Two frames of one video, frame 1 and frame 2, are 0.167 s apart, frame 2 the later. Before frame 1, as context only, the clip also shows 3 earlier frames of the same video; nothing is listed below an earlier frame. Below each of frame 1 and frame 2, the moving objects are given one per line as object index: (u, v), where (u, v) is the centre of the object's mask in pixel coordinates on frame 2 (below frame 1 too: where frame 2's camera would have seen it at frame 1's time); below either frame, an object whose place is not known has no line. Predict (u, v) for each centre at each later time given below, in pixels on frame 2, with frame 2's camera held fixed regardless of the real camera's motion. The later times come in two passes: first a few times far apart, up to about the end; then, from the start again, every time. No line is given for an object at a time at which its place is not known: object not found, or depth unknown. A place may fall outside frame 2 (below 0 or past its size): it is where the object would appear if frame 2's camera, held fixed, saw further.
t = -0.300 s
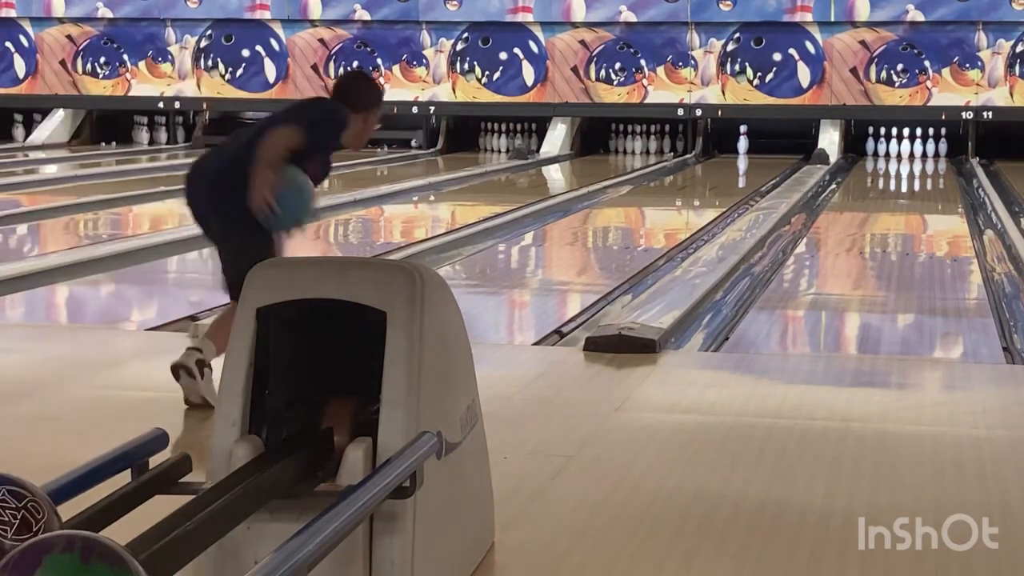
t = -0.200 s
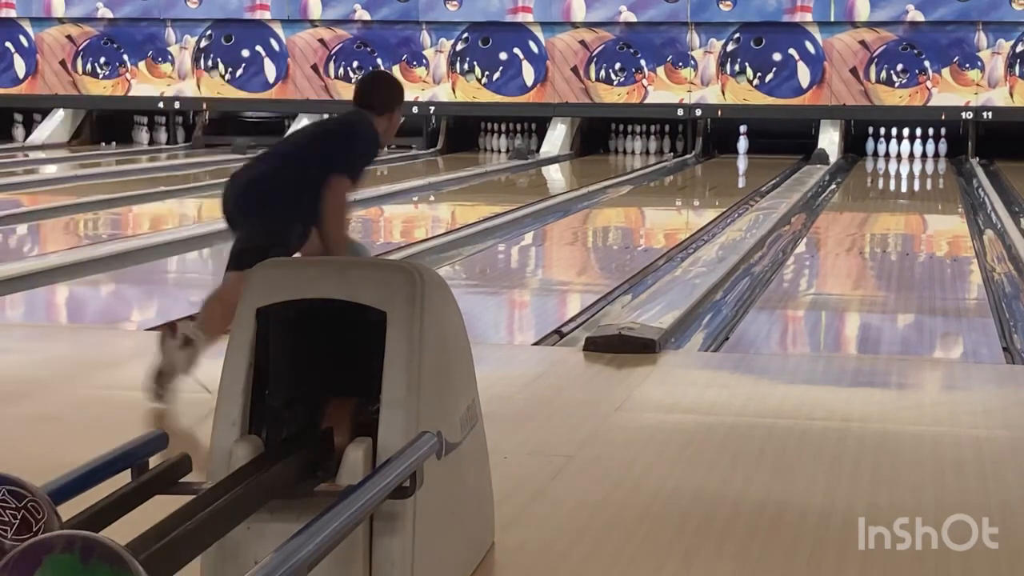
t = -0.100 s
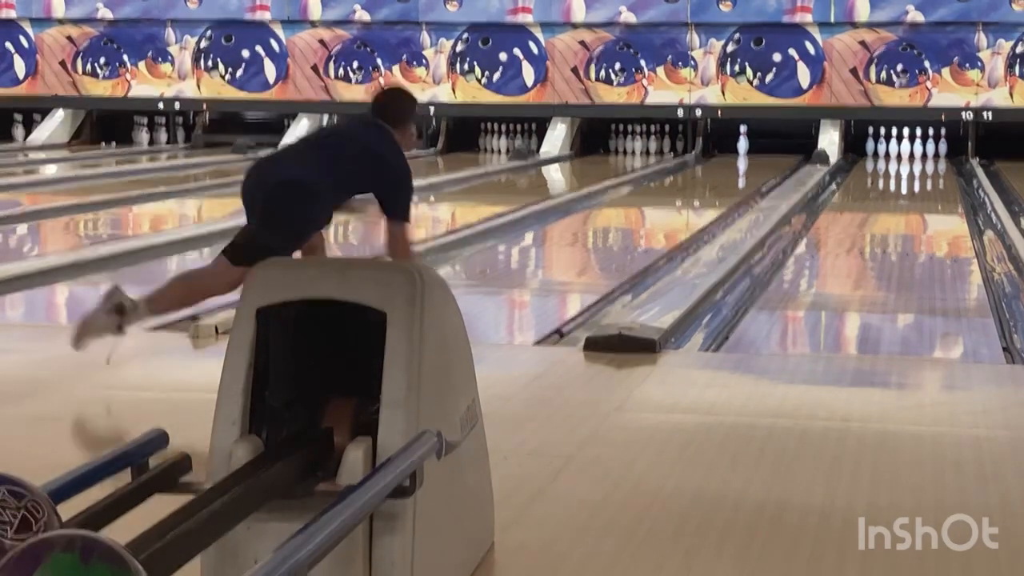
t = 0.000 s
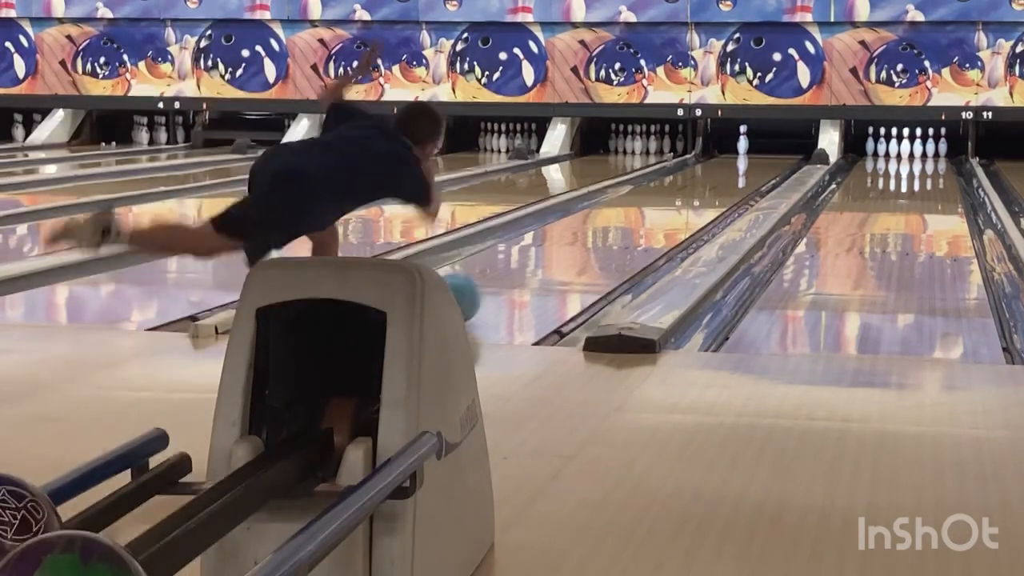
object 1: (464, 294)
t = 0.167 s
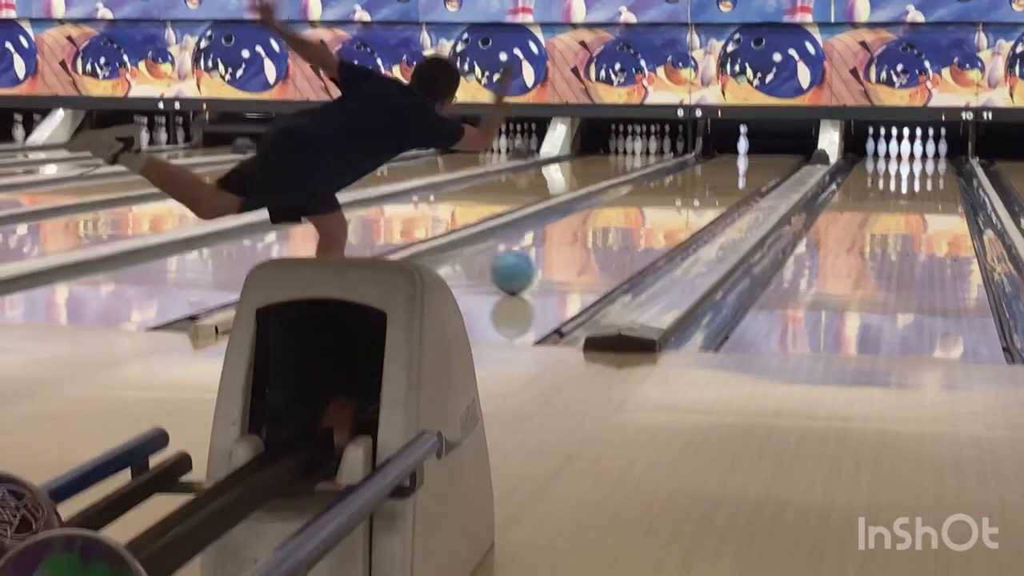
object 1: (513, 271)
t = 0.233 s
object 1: (532, 263)
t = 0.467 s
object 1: (585, 236)
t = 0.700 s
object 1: (625, 216)
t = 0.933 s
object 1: (656, 200)
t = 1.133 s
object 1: (678, 189)
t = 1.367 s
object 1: (698, 179)
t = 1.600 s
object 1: (714, 171)
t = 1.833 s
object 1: (727, 164)
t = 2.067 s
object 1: (738, 158)
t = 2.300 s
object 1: (745, 153)
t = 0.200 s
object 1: (522, 268)
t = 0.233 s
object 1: (532, 263)
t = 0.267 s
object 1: (540, 258)
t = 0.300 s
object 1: (549, 254)
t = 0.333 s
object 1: (556, 250)
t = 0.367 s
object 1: (564, 247)
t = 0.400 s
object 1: (571, 243)
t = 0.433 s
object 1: (579, 239)
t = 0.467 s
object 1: (585, 236)
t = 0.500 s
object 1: (592, 233)
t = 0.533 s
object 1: (598, 230)
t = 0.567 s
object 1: (604, 226)
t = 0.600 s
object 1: (609, 224)
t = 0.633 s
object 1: (615, 222)
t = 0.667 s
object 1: (620, 219)
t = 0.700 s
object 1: (625, 216)
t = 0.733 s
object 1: (630, 213)
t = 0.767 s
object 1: (635, 211)
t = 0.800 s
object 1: (639, 209)
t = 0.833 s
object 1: (644, 206)
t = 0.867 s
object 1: (648, 204)
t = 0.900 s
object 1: (652, 202)
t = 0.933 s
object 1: (656, 200)
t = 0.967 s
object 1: (660, 197)
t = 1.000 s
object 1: (664, 196)
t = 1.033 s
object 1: (668, 194)
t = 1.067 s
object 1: (671, 192)
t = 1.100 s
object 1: (674, 190)
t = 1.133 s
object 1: (678, 189)
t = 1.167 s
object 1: (681, 188)
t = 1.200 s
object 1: (684, 186)
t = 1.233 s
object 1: (687, 184)
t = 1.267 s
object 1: (690, 183)
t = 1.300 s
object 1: (693, 181)
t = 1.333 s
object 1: (696, 180)
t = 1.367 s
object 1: (698, 179)
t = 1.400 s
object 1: (701, 178)
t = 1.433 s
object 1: (703, 176)
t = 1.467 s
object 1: (705, 176)
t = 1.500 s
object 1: (708, 174)
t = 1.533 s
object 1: (710, 173)
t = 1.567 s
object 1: (712, 172)
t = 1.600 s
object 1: (714, 171)
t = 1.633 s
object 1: (716, 170)
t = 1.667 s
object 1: (719, 169)
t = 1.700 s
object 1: (721, 168)
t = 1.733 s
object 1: (722, 167)
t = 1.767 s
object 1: (724, 166)
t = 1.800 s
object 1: (726, 165)
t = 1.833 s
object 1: (727, 164)
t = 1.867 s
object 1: (729, 163)
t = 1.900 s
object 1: (731, 162)
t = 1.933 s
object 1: (732, 161)
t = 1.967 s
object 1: (734, 160)
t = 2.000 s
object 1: (736, 159)
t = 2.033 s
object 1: (737, 159)
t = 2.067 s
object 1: (738, 158)
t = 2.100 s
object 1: (739, 157)
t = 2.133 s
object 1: (740, 156)
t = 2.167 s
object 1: (741, 155)
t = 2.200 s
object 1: (743, 155)
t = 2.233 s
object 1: (744, 154)
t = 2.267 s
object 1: (745, 153)
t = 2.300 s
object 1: (745, 153)
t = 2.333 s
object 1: (746, 152)
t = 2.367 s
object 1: (747, 151)
